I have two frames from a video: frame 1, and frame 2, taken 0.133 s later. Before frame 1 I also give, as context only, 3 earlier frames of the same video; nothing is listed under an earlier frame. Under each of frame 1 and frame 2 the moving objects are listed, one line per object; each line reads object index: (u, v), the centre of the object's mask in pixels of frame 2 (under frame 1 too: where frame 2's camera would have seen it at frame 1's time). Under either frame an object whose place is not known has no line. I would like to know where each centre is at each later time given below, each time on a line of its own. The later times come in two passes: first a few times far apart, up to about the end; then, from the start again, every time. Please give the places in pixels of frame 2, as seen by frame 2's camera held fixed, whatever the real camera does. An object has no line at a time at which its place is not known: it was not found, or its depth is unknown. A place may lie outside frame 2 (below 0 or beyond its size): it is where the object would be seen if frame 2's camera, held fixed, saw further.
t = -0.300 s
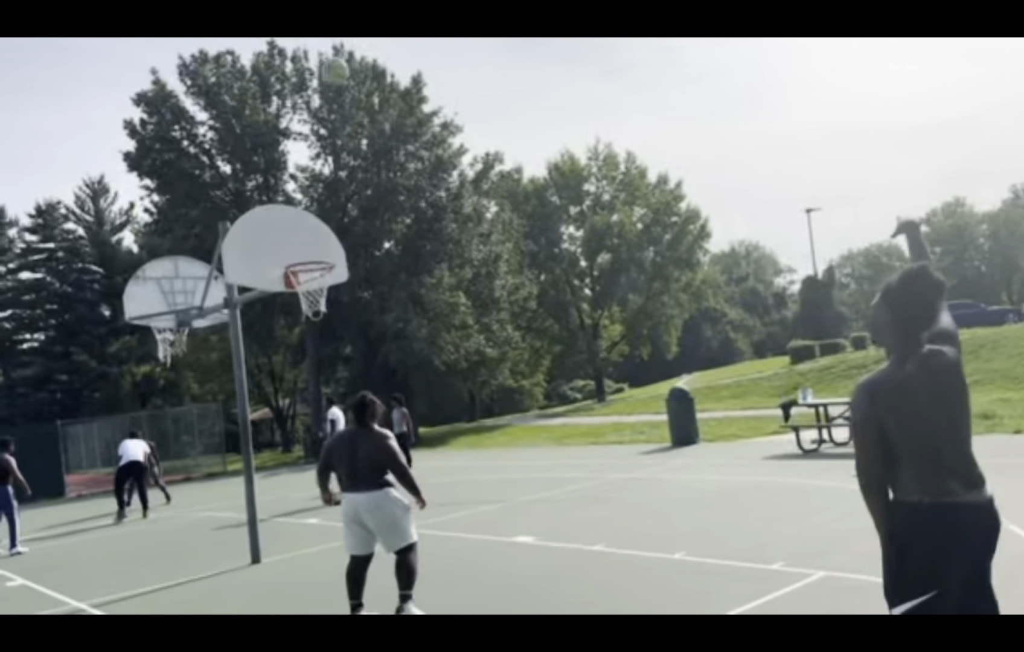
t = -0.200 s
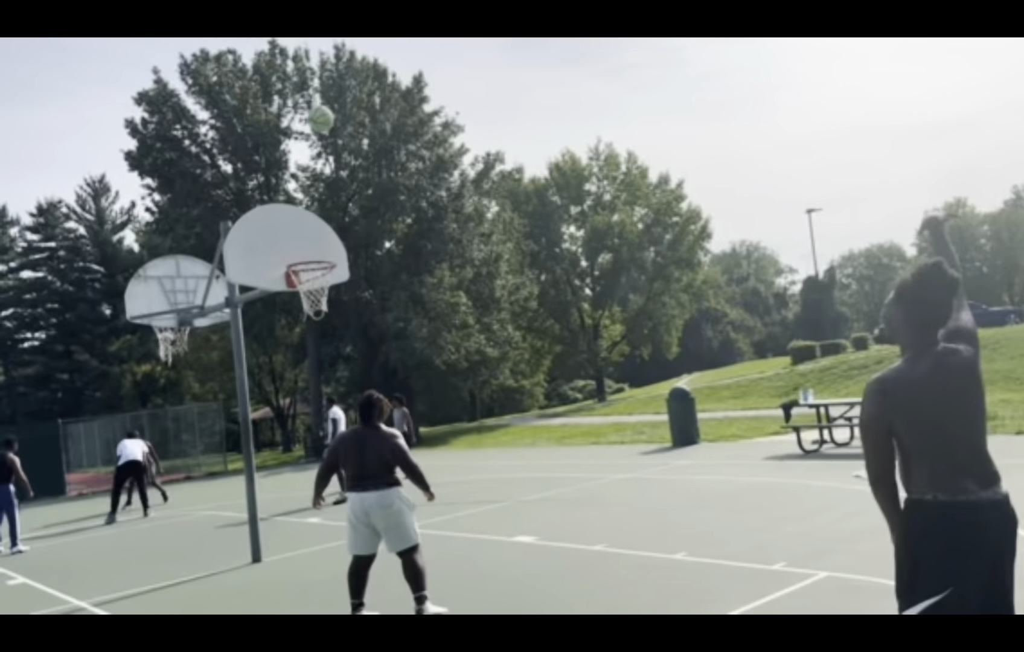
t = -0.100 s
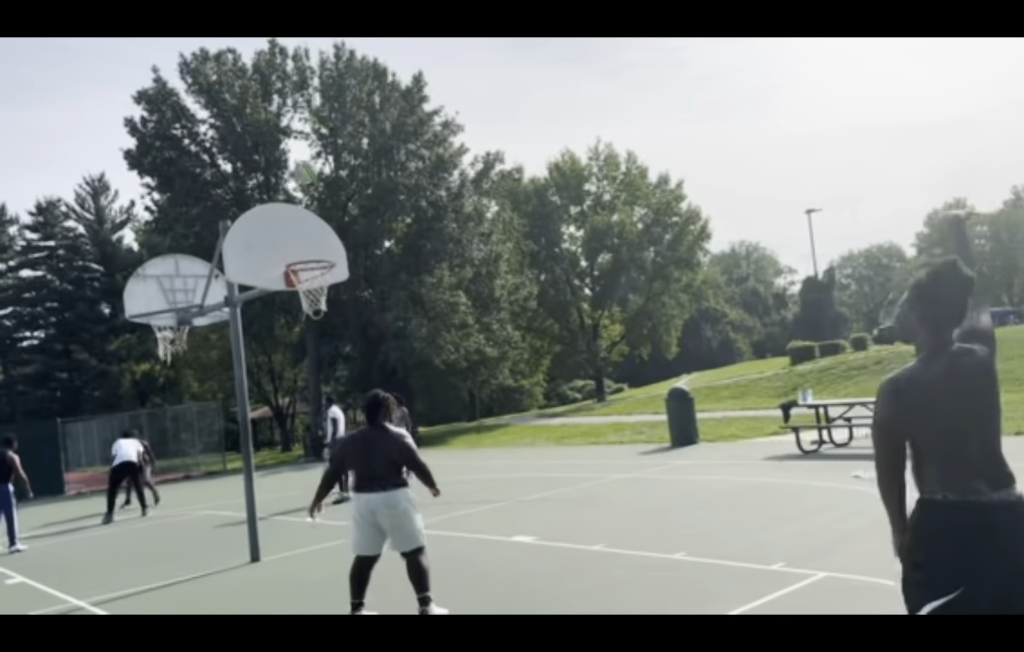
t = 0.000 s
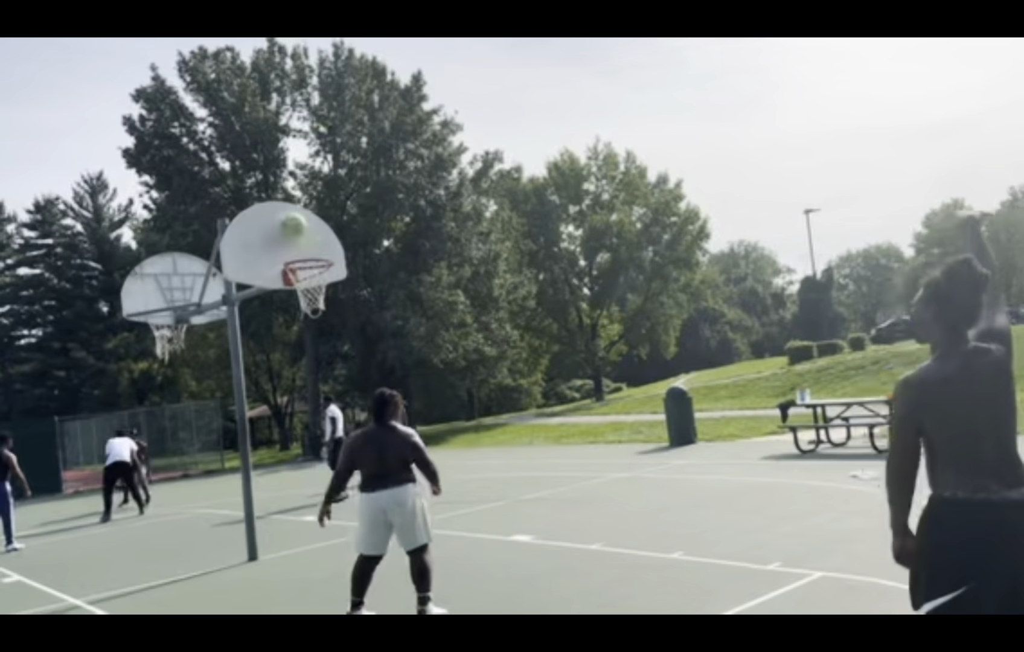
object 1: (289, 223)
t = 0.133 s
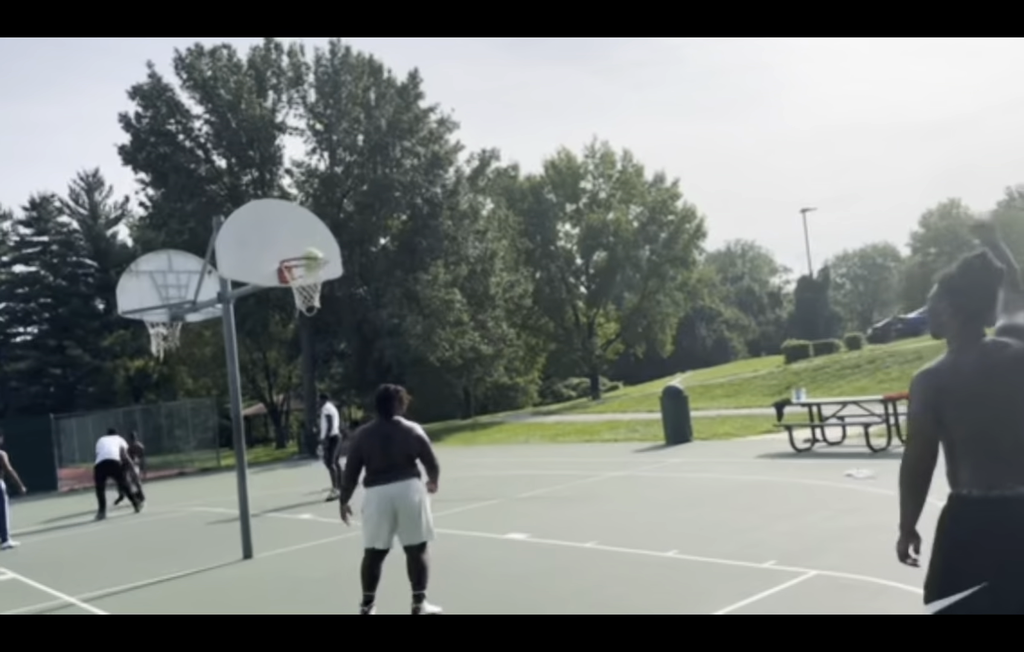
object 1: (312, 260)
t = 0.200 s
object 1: (296, 268)
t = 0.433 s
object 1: (311, 292)
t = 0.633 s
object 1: (324, 320)
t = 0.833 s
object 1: (336, 387)
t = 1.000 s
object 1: (353, 476)
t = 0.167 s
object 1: (301, 266)
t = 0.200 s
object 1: (296, 268)
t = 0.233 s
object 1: (295, 268)
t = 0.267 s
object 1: (295, 273)
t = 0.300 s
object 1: (298, 275)
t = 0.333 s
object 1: (303, 284)
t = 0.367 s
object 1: (305, 284)
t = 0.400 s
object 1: (309, 287)
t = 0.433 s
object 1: (311, 292)
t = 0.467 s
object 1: (314, 296)
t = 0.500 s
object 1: (316, 298)
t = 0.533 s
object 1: (319, 304)
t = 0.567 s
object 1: (321, 309)
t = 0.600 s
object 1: (322, 314)
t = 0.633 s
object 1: (324, 320)
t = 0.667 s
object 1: (326, 328)
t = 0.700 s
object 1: (327, 338)
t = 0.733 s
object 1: (330, 348)
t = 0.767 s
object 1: (332, 360)
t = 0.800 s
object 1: (334, 373)
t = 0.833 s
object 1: (336, 387)
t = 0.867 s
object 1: (340, 401)
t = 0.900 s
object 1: (344, 419)
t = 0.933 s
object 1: (346, 437)
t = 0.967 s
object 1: (349, 456)
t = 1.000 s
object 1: (353, 476)
